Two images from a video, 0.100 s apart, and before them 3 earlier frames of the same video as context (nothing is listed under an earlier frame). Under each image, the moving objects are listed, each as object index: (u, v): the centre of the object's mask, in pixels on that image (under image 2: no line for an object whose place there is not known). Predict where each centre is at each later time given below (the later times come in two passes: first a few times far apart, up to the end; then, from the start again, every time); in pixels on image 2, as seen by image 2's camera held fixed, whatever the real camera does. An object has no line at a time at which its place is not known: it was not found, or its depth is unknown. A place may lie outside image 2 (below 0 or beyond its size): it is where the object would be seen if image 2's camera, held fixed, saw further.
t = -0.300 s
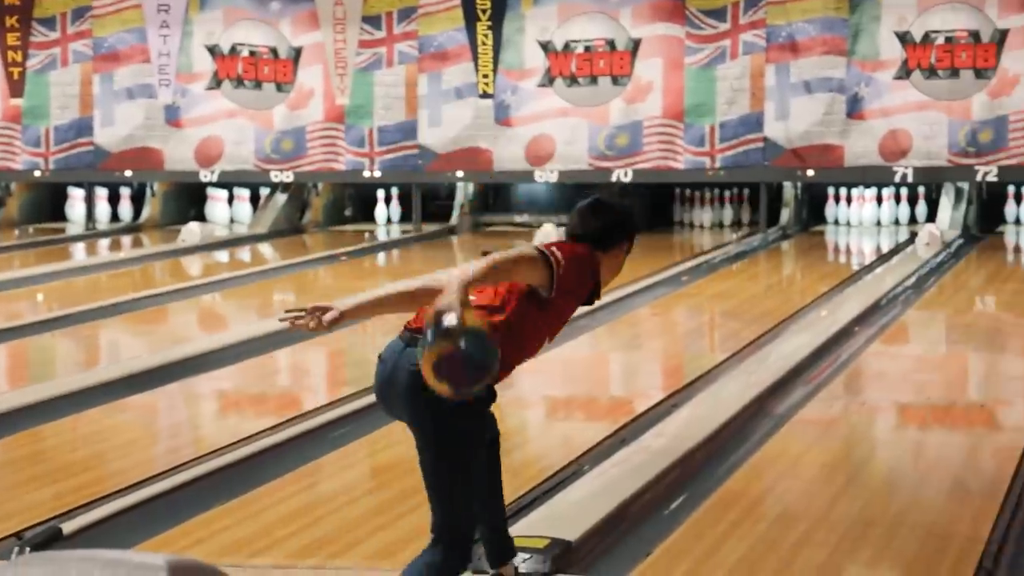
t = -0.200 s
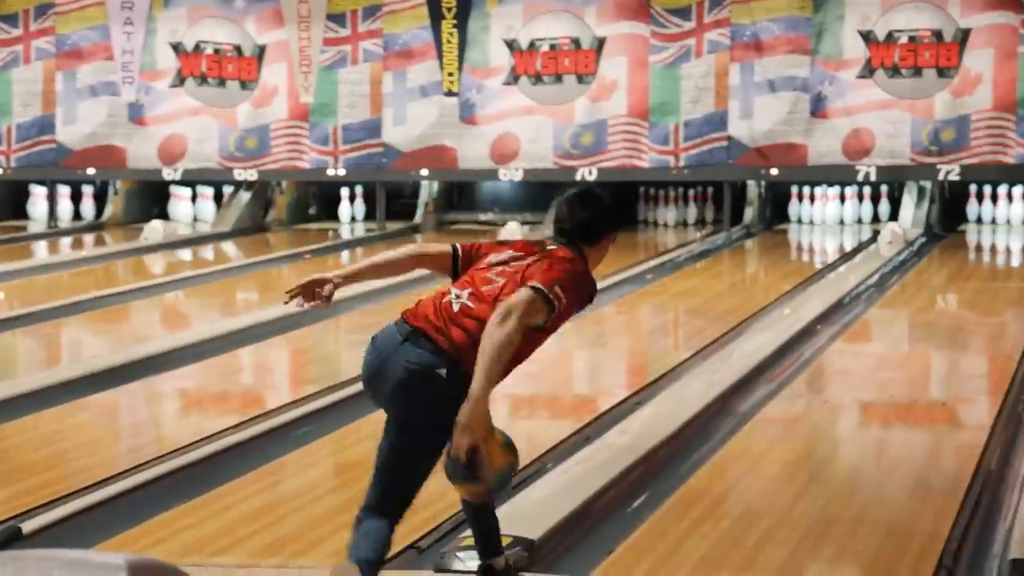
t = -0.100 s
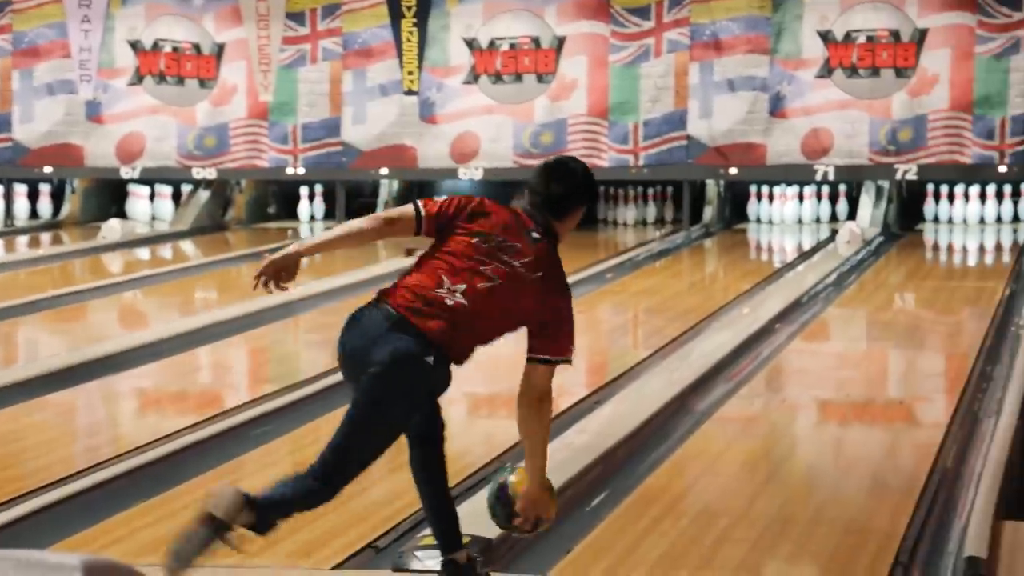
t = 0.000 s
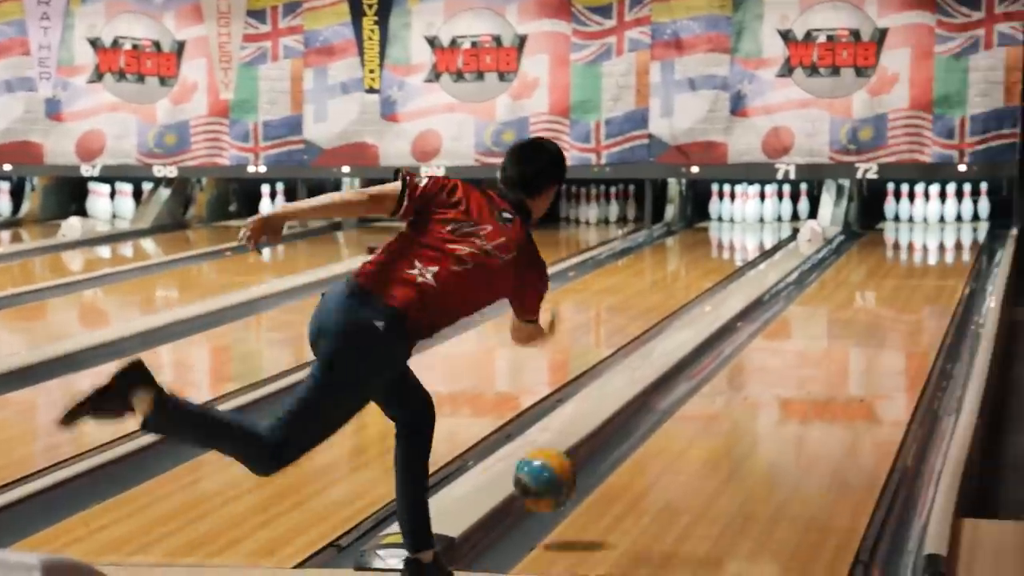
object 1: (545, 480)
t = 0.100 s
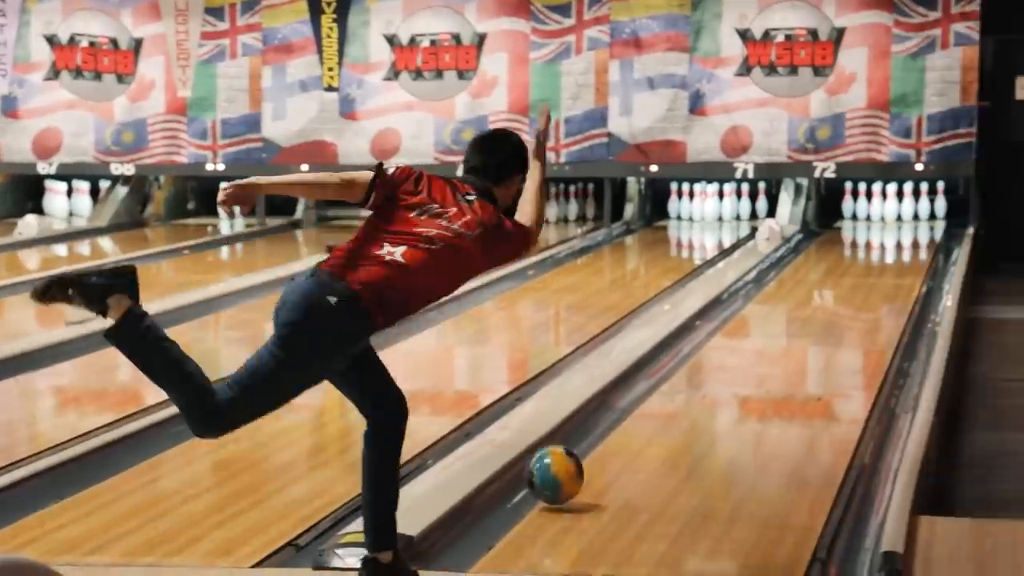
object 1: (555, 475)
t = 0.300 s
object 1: (634, 424)
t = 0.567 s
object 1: (711, 370)
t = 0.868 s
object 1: (774, 328)
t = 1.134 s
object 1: (815, 299)
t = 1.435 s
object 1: (851, 272)
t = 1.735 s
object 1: (878, 251)
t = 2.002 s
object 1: (897, 236)
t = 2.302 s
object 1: (905, 222)
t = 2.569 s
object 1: (903, 213)
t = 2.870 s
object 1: (903, 209)
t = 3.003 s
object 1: (901, 214)
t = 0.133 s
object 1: (569, 469)
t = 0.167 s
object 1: (583, 455)
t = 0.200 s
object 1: (596, 447)
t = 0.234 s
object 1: (609, 441)
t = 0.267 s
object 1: (622, 433)
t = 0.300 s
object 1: (634, 424)
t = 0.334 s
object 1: (645, 417)
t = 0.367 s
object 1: (656, 409)
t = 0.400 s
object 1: (667, 402)
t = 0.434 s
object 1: (675, 396)
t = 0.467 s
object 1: (685, 388)
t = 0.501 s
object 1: (694, 382)
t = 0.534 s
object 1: (703, 376)
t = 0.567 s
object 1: (711, 370)
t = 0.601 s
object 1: (719, 365)
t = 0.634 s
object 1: (726, 360)
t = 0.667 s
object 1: (734, 355)
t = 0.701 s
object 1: (741, 350)
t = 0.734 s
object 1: (748, 347)
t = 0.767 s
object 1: (755, 341)
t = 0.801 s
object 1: (761, 337)
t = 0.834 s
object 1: (767, 332)
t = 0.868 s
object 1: (774, 328)
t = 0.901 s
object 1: (779, 324)
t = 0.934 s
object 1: (785, 319)
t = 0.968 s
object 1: (790, 317)
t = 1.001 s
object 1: (796, 313)
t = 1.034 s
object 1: (801, 309)
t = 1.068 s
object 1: (806, 305)
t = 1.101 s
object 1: (810, 302)
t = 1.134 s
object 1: (815, 299)
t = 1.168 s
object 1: (820, 296)
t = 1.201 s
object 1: (823, 291)
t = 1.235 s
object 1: (827, 288)
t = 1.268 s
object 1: (832, 286)
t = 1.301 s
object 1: (836, 283)
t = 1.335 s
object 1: (839, 280)
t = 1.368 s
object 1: (843, 278)
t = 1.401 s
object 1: (847, 274)
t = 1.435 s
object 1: (851, 272)
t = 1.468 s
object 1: (854, 269)
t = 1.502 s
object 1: (858, 266)
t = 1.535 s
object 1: (861, 264)
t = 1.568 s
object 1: (864, 262)
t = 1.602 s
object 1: (867, 260)
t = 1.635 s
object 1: (870, 257)
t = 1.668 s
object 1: (874, 255)
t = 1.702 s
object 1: (876, 253)
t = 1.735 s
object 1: (878, 251)
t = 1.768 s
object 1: (880, 249)
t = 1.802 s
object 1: (883, 247)
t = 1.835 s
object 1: (885, 245)
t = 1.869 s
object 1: (888, 243)
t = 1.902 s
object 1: (890, 241)
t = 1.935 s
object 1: (894, 238)
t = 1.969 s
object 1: (894, 238)
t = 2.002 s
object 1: (897, 236)
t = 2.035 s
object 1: (898, 234)
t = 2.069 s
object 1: (900, 232)
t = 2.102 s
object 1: (901, 231)
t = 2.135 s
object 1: (902, 230)
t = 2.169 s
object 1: (904, 228)
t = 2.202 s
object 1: (904, 226)
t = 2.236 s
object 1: (904, 225)
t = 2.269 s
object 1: (905, 224)
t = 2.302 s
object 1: (905, 222)
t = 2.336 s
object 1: (904, 220)
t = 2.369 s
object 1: (903, 219)
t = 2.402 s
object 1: (903, 218)
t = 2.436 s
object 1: (902, 217)
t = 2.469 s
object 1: (902, 216)
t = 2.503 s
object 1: (901, 214)
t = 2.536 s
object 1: (903, 213)
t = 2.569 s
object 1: (903, 213)
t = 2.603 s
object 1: (901, 212)
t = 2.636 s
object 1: (903, 211)
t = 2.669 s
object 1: (904, 210)
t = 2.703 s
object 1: (904, 210)
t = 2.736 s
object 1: (904, 209)
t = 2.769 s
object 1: (902, 208)
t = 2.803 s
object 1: (903, 208)
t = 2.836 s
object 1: (903, 208)
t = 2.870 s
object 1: (903, 209)
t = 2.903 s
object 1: (903, 209)
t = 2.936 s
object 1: (902, 210)
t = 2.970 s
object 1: (902, 211)
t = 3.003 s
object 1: (901, 214)
